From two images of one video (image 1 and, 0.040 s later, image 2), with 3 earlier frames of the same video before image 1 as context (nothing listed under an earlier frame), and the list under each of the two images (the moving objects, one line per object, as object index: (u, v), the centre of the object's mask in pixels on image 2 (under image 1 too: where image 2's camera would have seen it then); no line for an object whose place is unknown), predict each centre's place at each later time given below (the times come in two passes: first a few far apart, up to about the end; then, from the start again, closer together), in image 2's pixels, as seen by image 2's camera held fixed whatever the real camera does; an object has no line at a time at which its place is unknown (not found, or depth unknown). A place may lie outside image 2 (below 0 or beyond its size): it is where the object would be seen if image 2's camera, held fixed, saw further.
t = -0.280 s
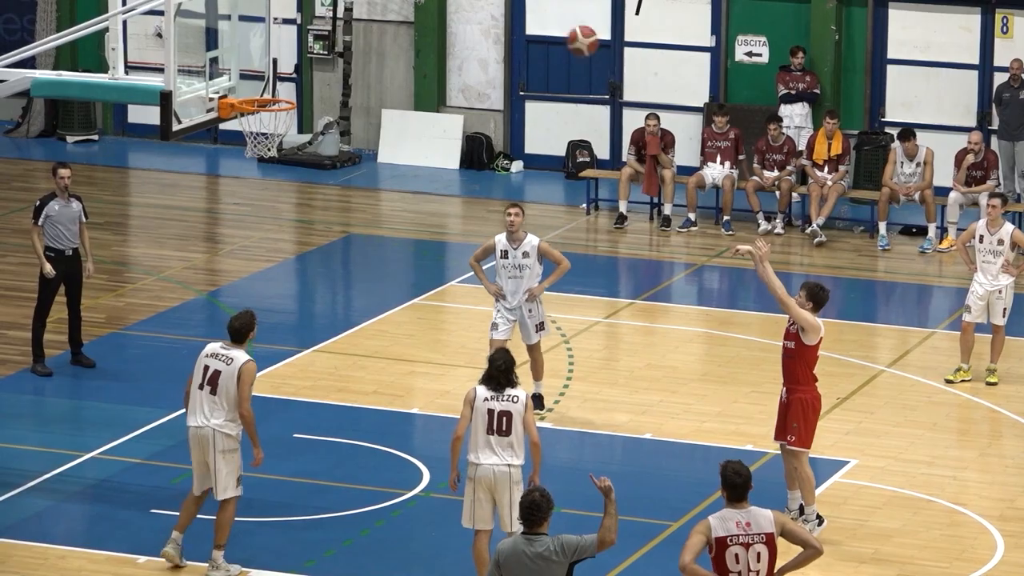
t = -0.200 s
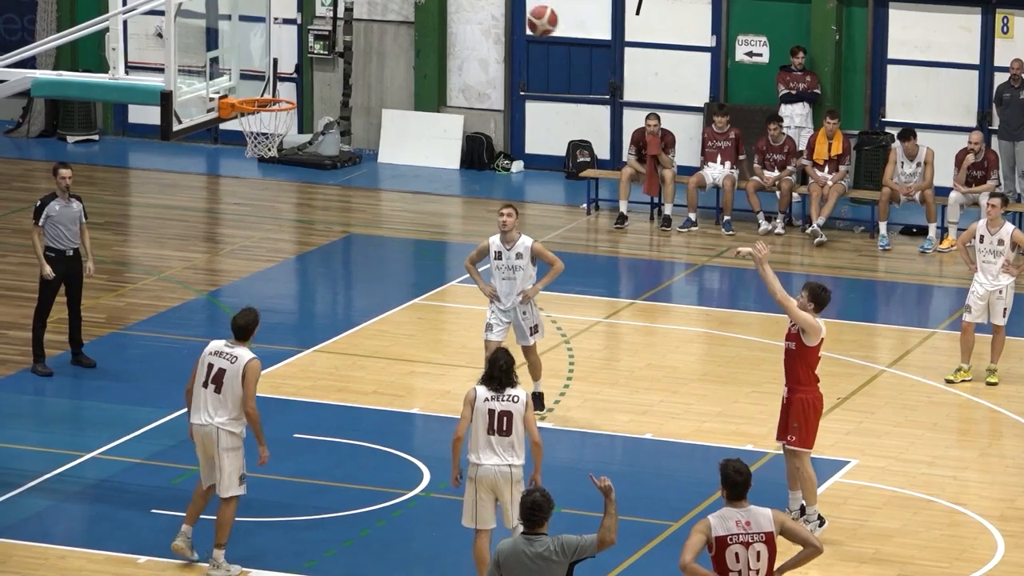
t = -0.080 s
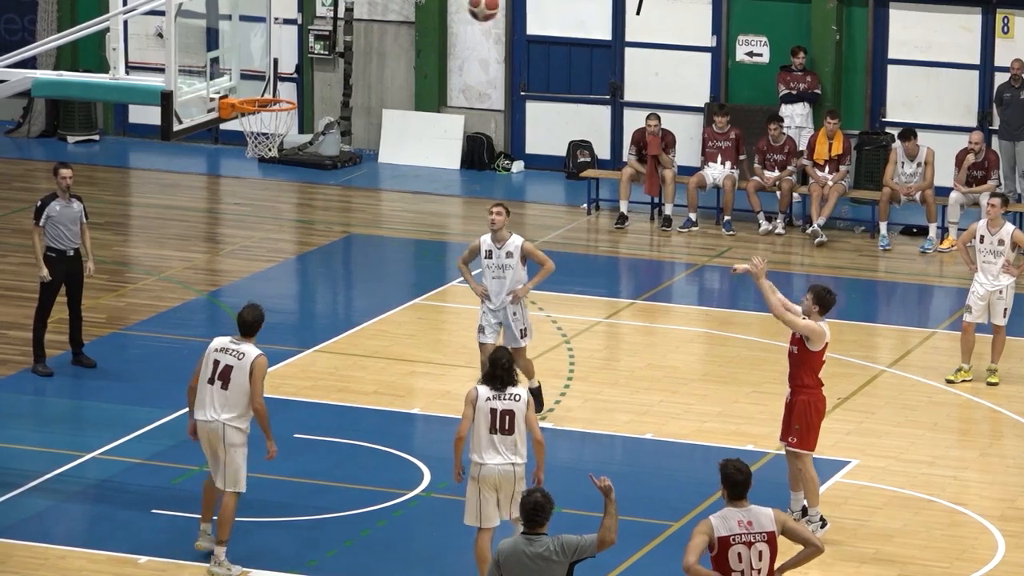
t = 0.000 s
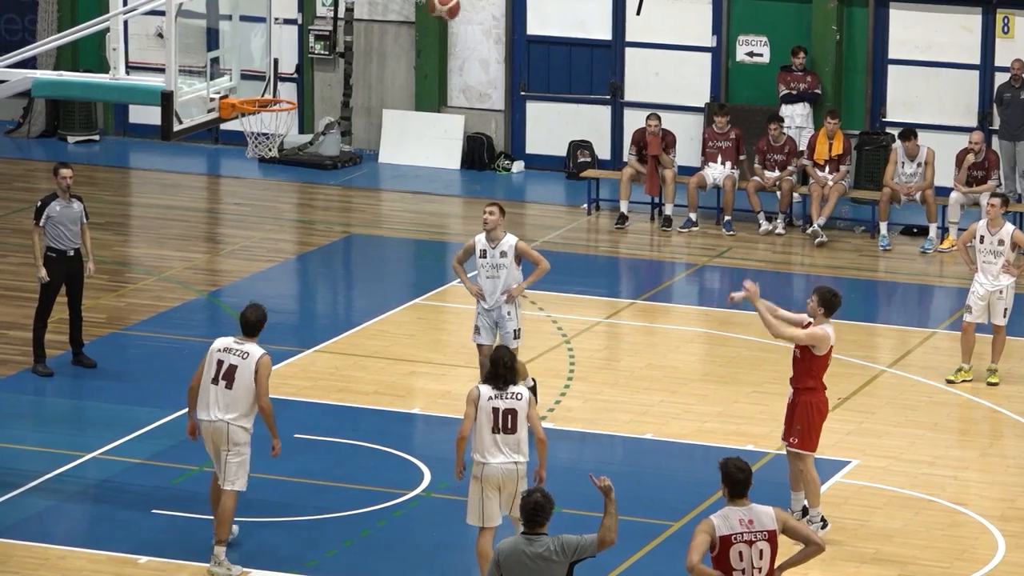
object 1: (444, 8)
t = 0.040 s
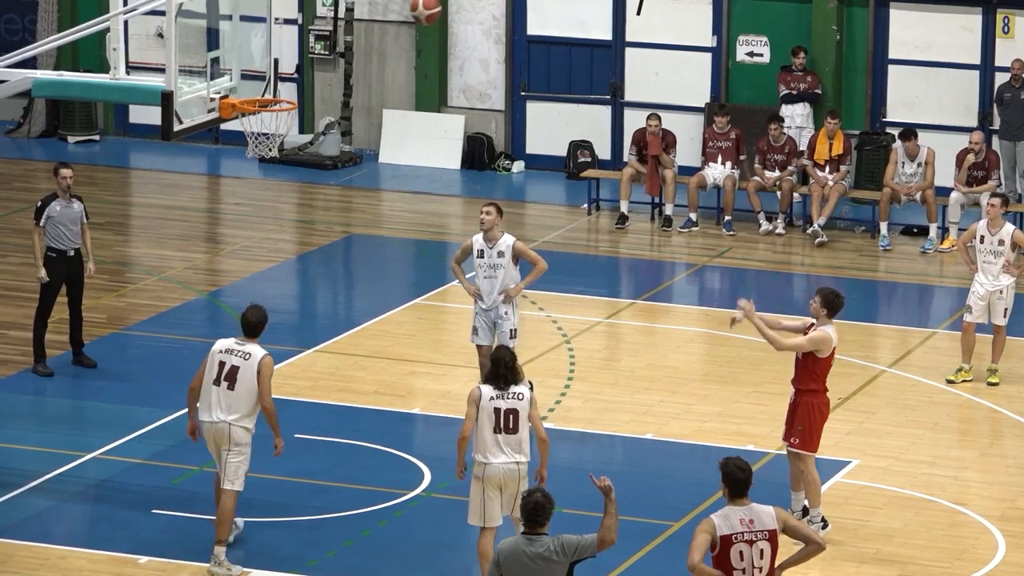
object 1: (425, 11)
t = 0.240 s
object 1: (330, 54)
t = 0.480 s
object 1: (242, 129)
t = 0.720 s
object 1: (220, 183)
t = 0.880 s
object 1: (205, 257)
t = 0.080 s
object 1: (406, 14)
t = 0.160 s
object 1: (368, 30)
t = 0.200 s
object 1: (348, 41)
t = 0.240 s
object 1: (330, 54)
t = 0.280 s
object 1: (311, 68)
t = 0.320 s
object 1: (292, 84)
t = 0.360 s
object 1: (274, 99)
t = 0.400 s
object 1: (257, 122)
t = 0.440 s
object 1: (248, 127)
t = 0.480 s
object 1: (242, 129)
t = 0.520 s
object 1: (239, 133)
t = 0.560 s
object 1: (236, 140)
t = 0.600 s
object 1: (231, 148)
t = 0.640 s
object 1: (228, 158)
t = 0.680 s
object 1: (224, 169)
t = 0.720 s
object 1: (220, 183)
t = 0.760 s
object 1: (217, 198)
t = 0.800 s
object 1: (213, 217)
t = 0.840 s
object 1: (209, 236)
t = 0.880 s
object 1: (205, 257)
